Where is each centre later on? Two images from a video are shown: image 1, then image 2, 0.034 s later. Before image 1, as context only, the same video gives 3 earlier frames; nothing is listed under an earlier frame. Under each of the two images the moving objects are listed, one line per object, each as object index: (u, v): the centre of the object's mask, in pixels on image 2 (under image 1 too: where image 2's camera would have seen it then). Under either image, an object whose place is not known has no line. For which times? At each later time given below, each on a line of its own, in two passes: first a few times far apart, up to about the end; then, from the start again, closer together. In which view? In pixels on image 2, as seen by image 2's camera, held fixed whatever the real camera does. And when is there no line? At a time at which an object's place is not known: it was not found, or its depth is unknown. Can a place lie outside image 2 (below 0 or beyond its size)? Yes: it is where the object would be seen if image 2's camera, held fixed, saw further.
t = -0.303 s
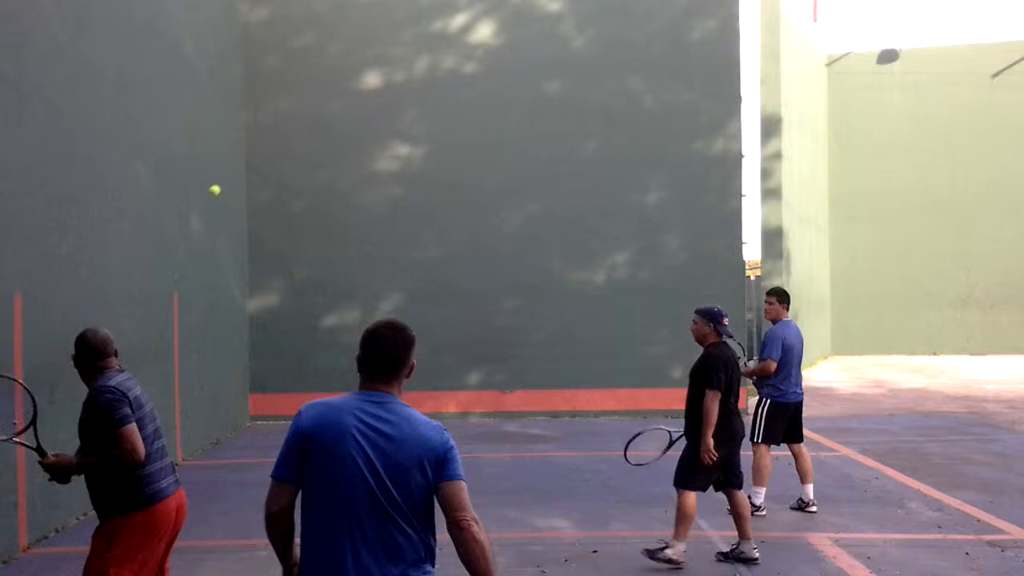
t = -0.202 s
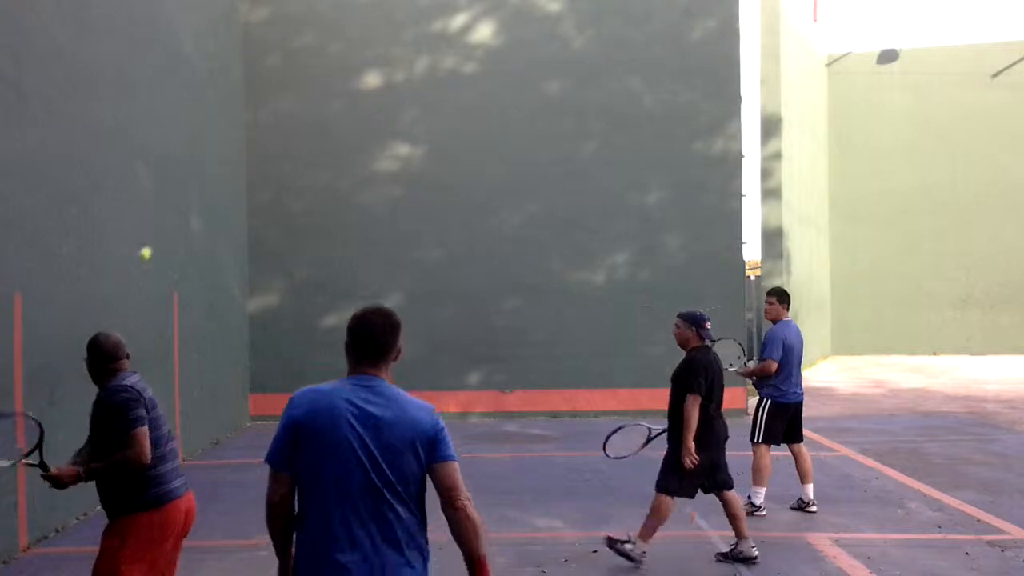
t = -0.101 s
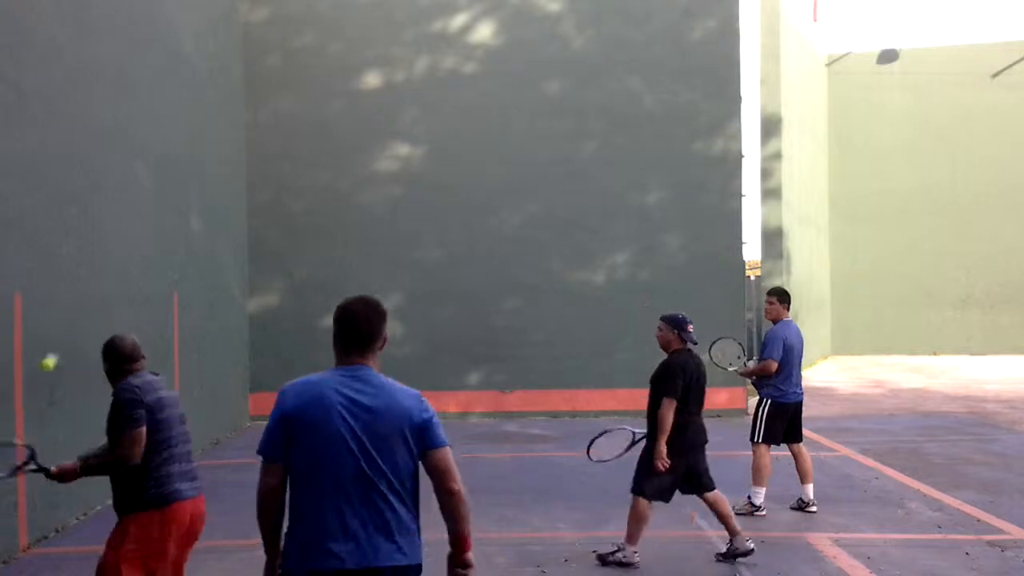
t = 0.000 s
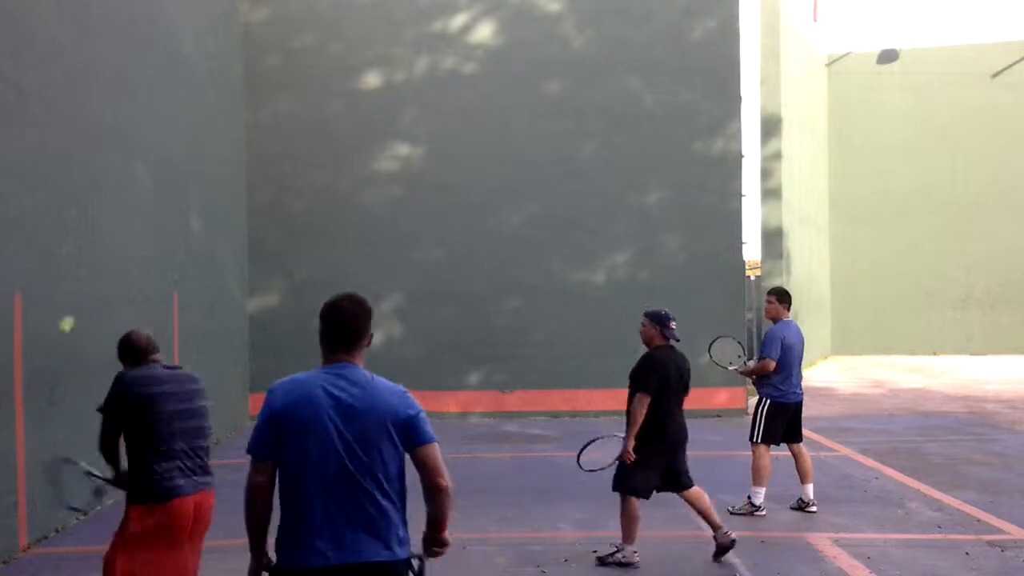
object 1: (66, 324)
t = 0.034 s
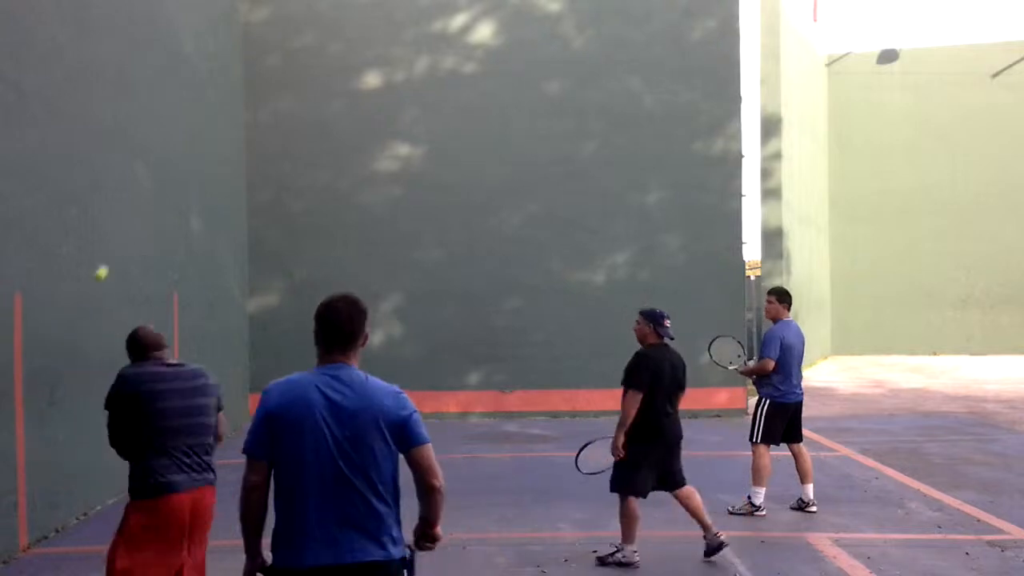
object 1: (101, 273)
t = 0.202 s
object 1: (209, 122)
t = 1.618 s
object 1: (35, 377)
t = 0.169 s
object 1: (194, 142)
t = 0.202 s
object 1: (209, 122)
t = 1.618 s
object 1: (35, 377)
